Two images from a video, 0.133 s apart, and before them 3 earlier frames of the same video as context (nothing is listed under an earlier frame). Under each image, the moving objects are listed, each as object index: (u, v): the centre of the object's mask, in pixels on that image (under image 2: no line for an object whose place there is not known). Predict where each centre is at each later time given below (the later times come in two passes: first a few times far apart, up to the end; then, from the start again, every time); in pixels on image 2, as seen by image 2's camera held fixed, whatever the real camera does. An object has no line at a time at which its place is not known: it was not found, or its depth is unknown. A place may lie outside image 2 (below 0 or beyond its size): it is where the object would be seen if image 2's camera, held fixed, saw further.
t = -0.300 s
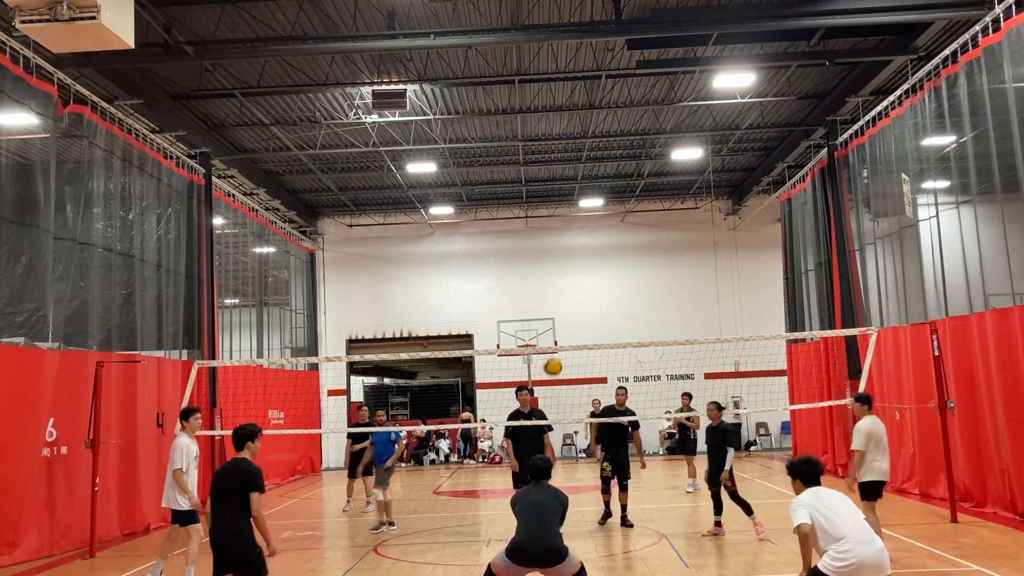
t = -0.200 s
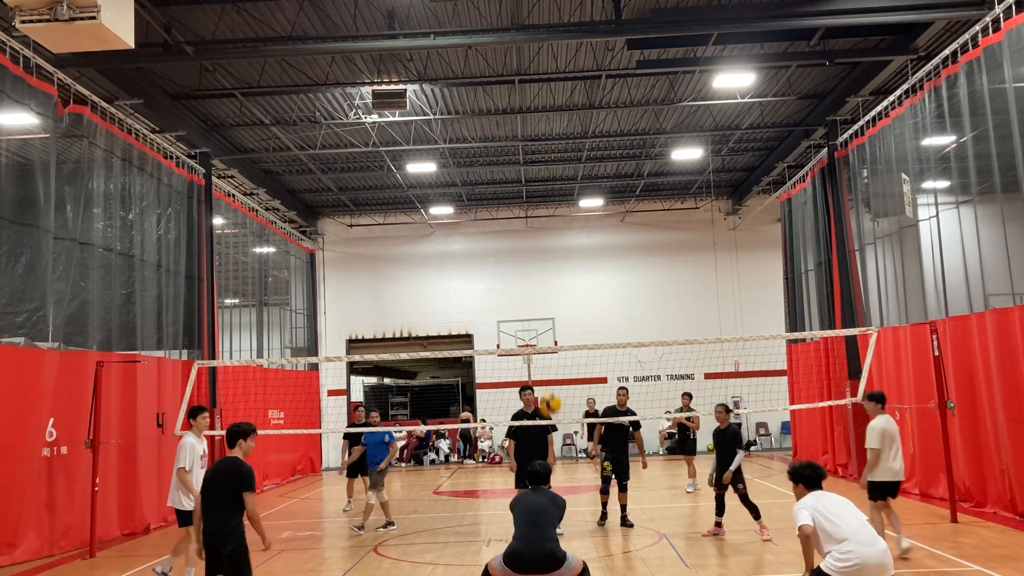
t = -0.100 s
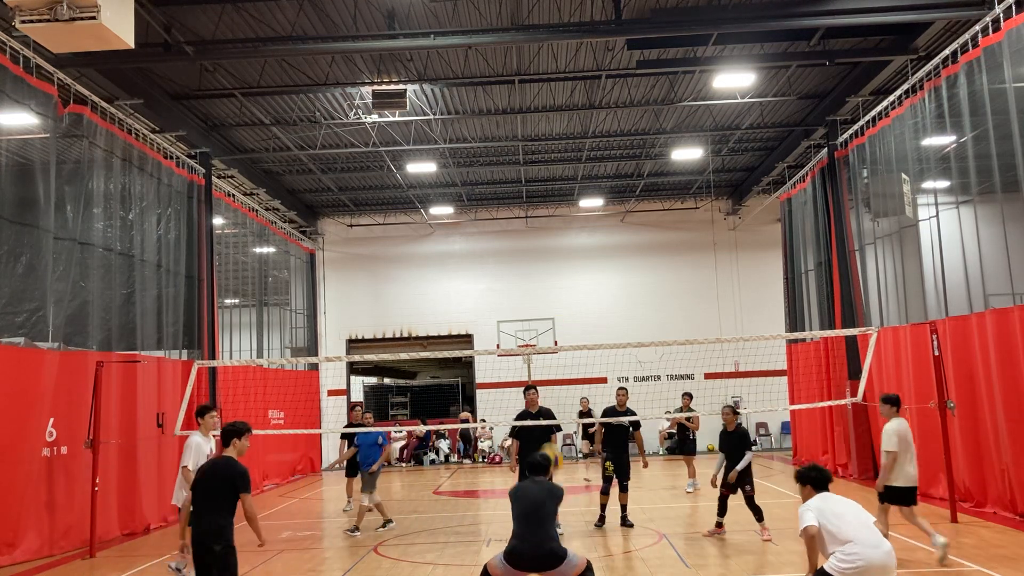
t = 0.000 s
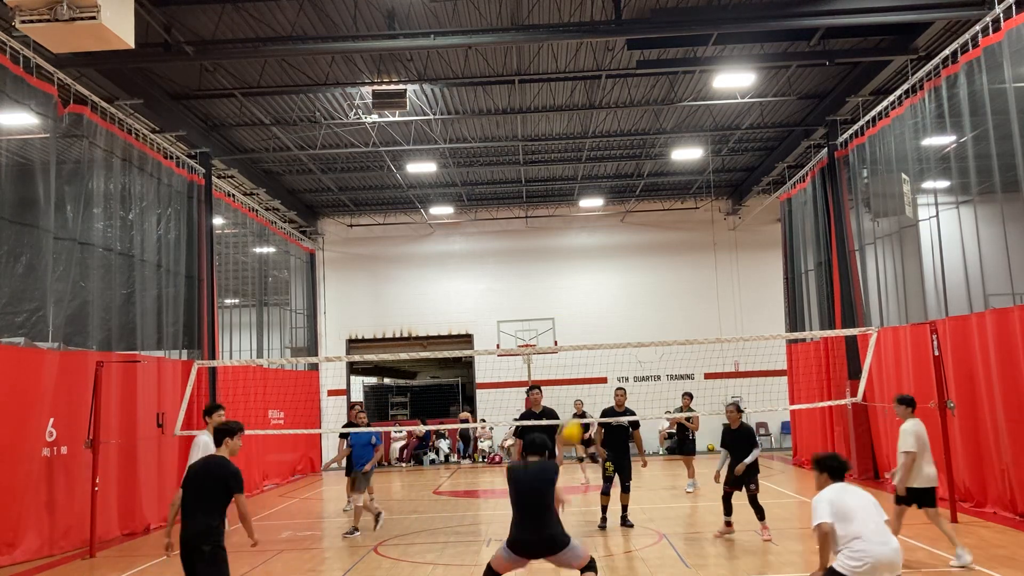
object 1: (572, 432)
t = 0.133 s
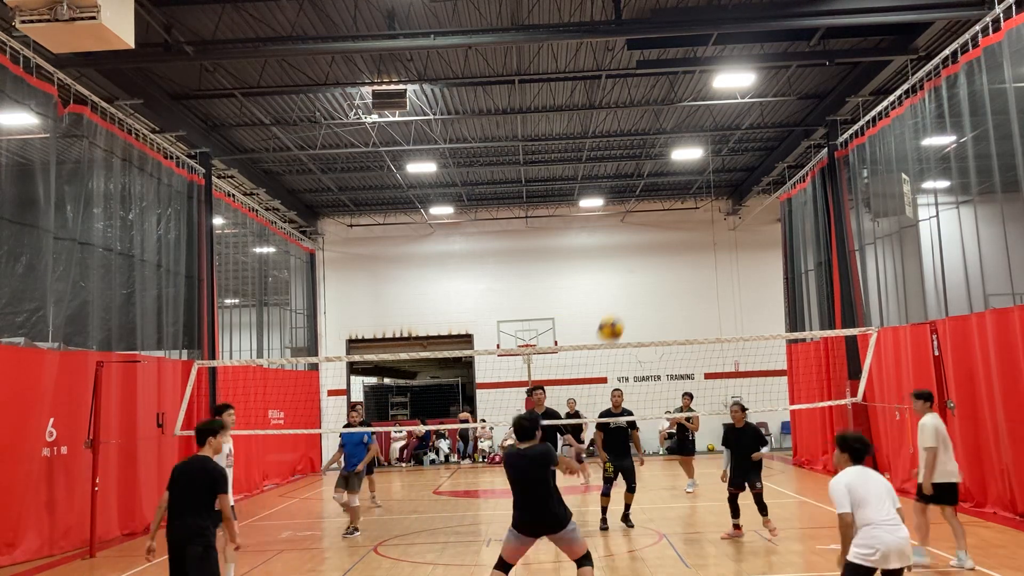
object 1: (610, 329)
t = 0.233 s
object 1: (642, 264)
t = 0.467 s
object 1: (717, 161)
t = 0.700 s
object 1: (795, 119)
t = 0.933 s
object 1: (880, 141)
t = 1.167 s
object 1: (974, 234)
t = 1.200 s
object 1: (987, 252)
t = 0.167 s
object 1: (621, 305)
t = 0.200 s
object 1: (631, 284)
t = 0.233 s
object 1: (642, 264)
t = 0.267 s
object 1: (654, 245)
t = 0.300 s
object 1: (662, 229)
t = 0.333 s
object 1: (673, 212)
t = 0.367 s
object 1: (685, 197)
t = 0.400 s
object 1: (694, 185)
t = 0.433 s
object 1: (706, 172)
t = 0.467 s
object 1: (717, 161)
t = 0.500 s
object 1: (728, 151)
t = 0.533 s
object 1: (738, 143)
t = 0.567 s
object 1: (749, 135)
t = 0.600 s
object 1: (761, 129)
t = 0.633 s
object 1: (772, 125)
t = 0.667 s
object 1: (784, 121)
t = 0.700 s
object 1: (795, 119)
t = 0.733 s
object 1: (807, 118)
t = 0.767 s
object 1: (819, 118)
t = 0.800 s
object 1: (831, 120)
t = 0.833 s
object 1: (842, 123)
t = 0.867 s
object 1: (855, 128)
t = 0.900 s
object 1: (868, 133)
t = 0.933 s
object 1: (880, 141)
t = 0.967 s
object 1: (892, 150)
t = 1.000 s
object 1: (906, 160)
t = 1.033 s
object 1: (920, 171)
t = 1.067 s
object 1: (932, 183)
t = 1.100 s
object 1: (946, 199)
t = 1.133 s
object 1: (959, 215)
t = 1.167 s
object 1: (974, 234)
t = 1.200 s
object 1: (987, 252)
